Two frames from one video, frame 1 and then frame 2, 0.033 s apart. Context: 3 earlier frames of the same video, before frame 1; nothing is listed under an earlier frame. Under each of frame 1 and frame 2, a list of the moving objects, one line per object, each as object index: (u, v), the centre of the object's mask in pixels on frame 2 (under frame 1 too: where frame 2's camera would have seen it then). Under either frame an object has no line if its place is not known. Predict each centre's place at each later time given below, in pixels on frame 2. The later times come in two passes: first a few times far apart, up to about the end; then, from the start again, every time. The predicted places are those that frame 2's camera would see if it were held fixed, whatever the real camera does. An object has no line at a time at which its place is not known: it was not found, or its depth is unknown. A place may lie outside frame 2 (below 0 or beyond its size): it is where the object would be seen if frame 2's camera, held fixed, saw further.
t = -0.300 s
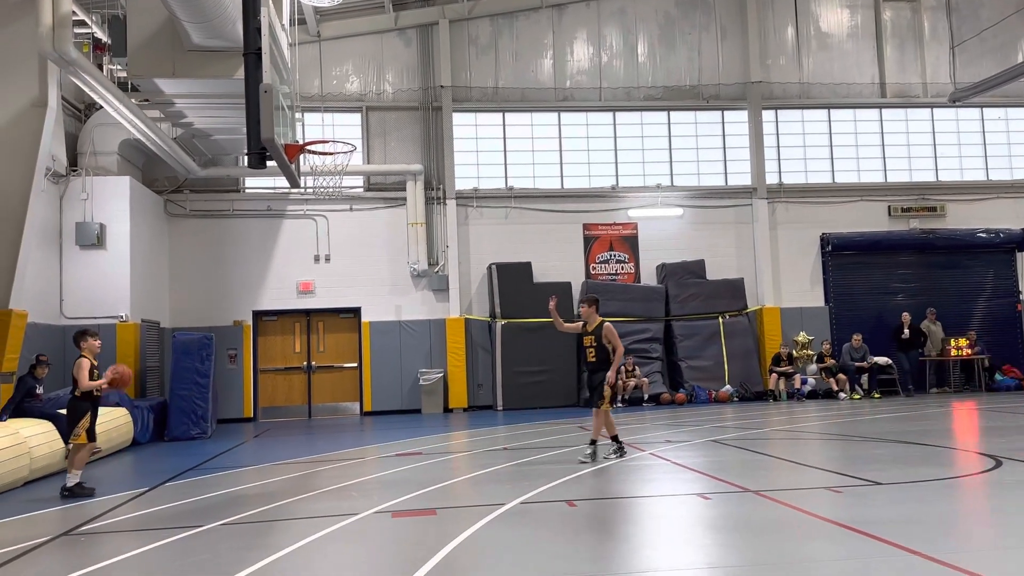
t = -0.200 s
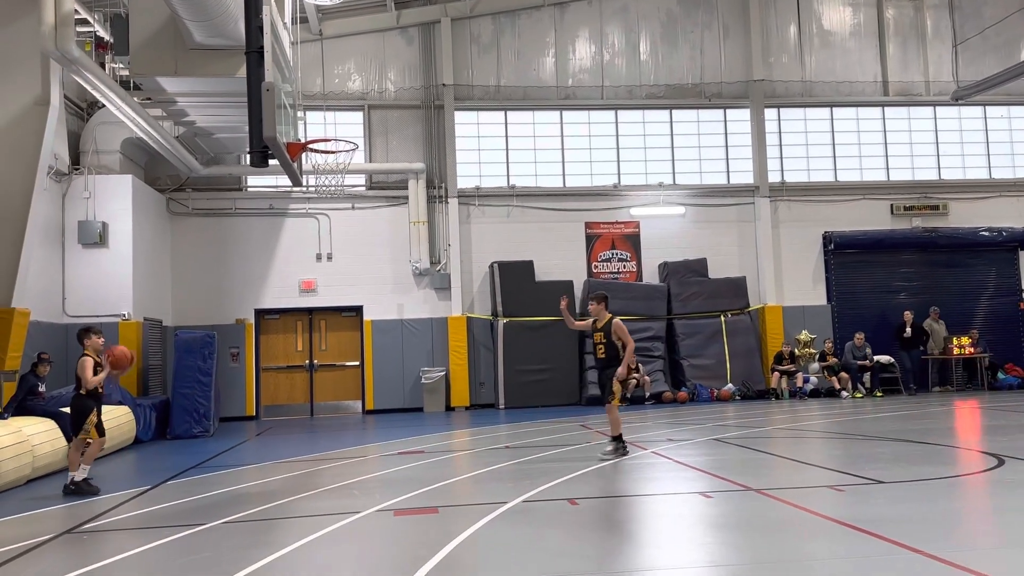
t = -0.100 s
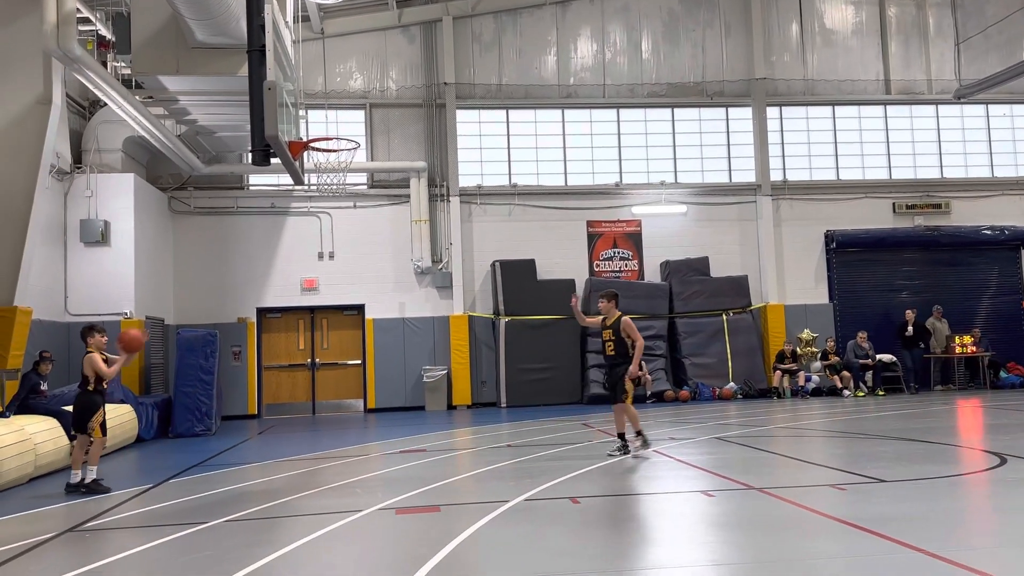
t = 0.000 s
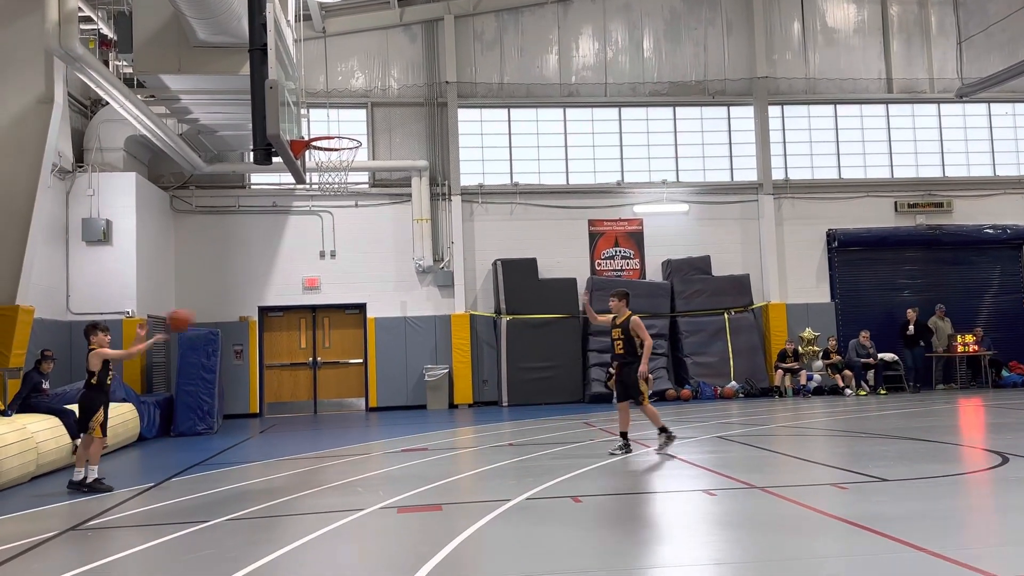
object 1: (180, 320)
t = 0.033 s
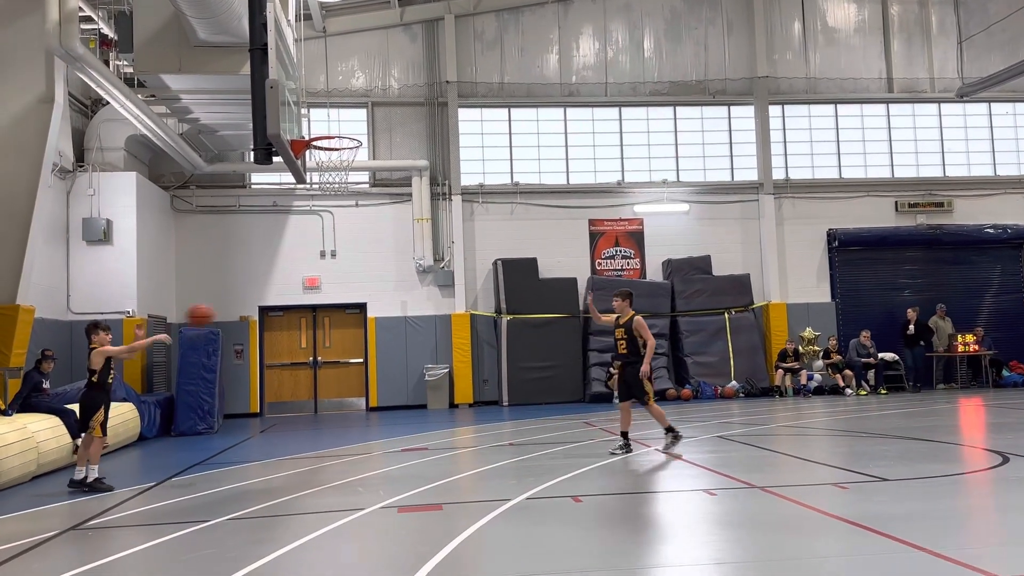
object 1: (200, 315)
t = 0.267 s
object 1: (336, 318)
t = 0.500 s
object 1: (459, 373)
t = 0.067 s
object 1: (220, 312)
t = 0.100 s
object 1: (241, 311)
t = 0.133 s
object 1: (262, 310)
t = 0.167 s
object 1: (281, 310)
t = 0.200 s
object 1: (300, 312)
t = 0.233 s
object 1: (318, 314)
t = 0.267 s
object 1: (336, 318)
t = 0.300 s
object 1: (354, 323)
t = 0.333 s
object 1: (372, 329)
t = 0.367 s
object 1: (390, 336)
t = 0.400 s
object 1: (407, 344)
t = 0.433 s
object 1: (424, 353)
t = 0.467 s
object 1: (441, 362)
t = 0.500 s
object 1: (459, 373)
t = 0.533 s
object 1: (476, 385)
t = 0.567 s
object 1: (492, 397)
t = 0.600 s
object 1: (509, 411)
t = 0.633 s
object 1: (524, 426)
